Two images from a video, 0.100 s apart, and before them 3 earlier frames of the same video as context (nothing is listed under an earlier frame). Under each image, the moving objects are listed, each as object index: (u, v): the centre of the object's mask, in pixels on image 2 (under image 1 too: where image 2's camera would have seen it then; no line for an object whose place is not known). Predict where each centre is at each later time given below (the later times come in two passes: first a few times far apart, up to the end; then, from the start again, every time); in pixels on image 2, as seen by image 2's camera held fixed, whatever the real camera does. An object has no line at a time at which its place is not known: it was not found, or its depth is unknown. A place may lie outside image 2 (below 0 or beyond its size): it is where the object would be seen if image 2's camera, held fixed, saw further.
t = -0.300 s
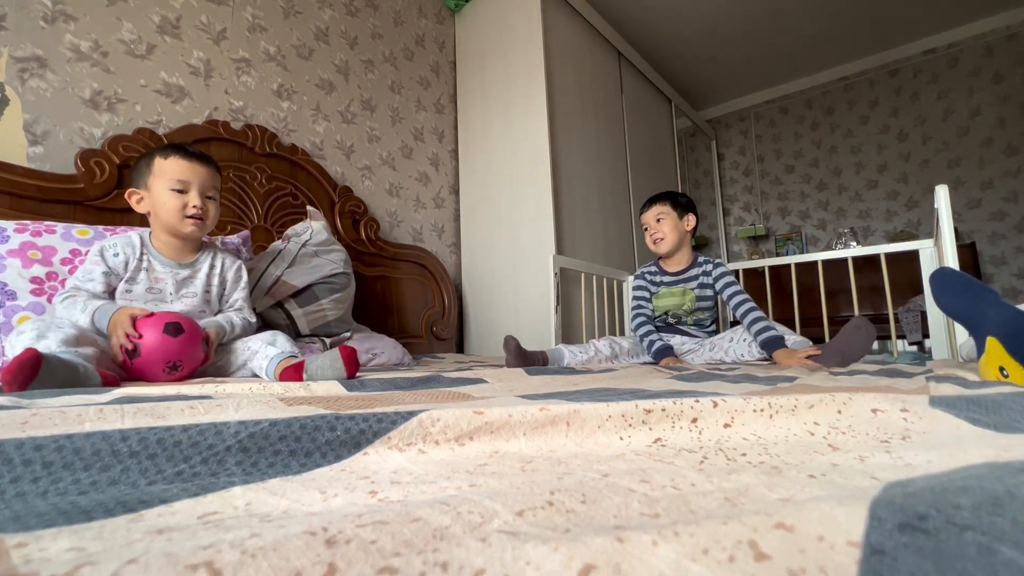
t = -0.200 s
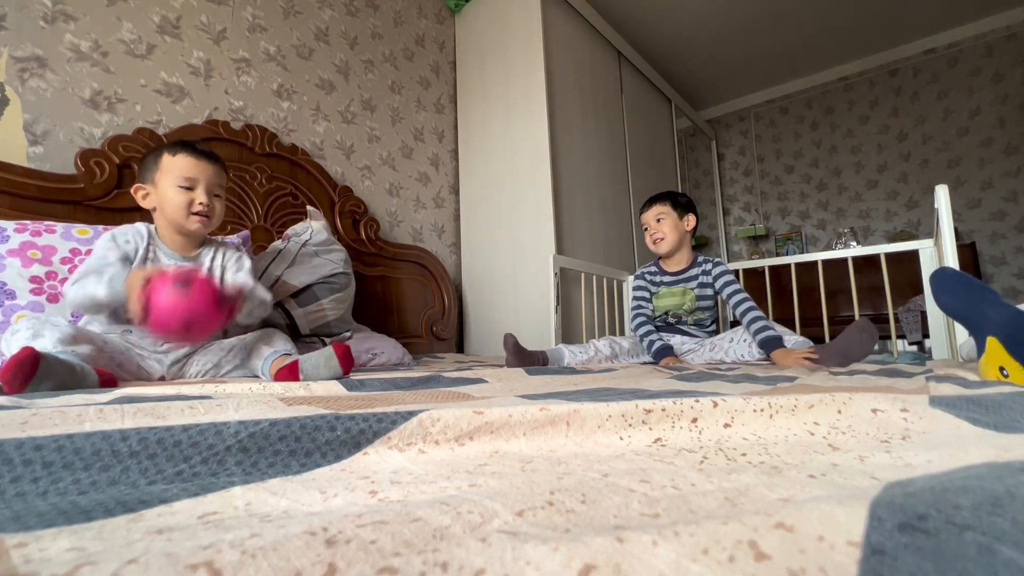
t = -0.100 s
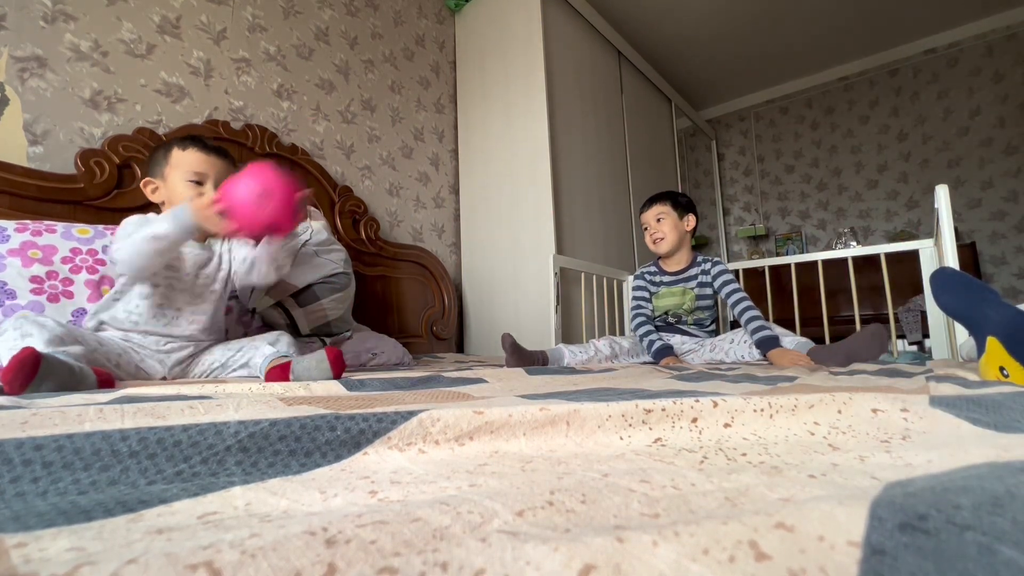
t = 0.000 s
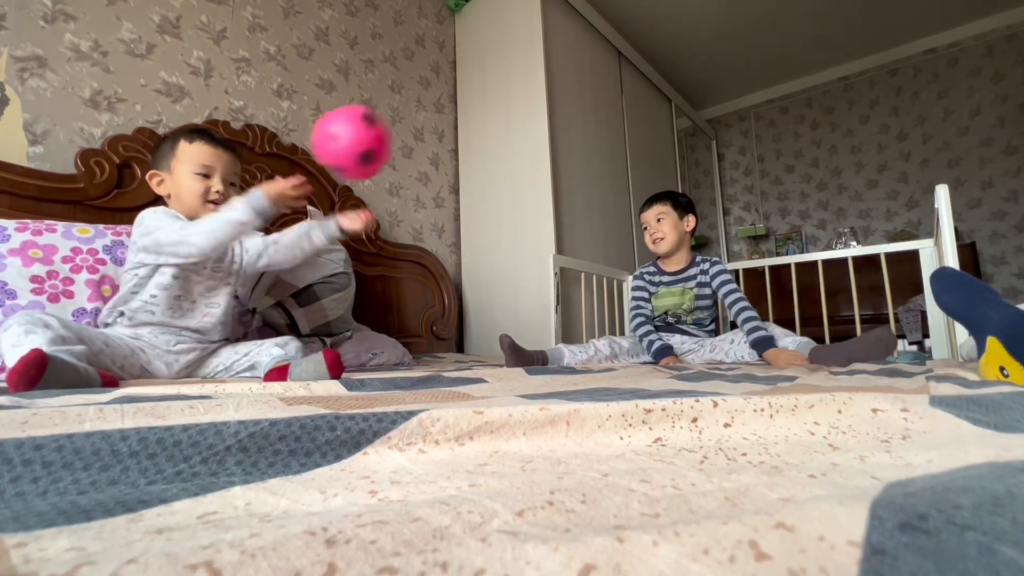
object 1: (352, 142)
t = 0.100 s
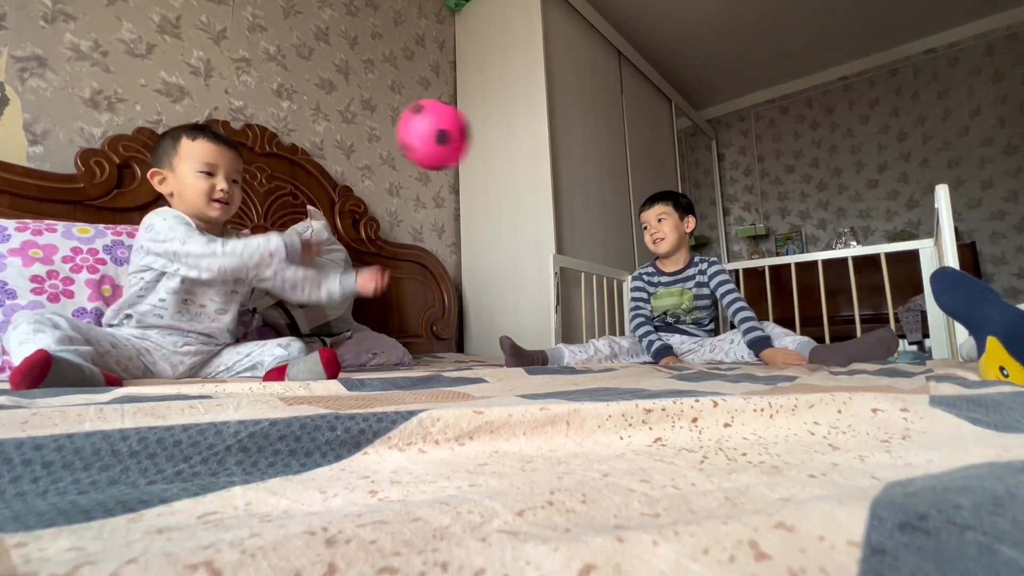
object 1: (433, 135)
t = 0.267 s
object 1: (558, 219)
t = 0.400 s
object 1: (640, 339)
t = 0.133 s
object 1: (459, 142)
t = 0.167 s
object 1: (484, 154)
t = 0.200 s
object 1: (509, 171)
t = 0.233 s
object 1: (534, 192)
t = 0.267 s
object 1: (558, 219)
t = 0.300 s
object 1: (581, 249)
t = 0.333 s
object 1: (603, 282)
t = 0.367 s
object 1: (628, 325)
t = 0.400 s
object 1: (640, 339)
